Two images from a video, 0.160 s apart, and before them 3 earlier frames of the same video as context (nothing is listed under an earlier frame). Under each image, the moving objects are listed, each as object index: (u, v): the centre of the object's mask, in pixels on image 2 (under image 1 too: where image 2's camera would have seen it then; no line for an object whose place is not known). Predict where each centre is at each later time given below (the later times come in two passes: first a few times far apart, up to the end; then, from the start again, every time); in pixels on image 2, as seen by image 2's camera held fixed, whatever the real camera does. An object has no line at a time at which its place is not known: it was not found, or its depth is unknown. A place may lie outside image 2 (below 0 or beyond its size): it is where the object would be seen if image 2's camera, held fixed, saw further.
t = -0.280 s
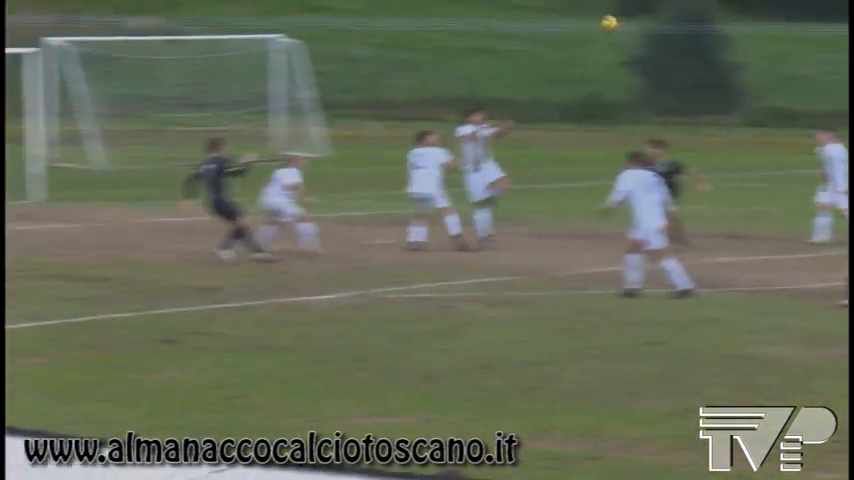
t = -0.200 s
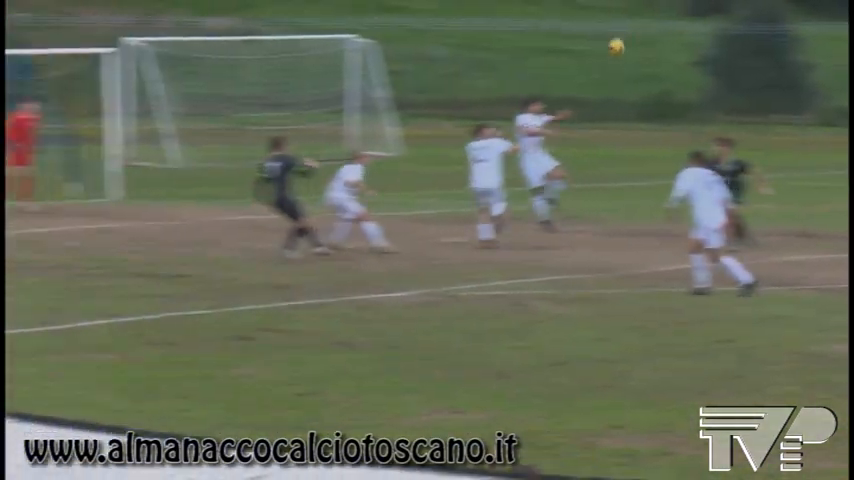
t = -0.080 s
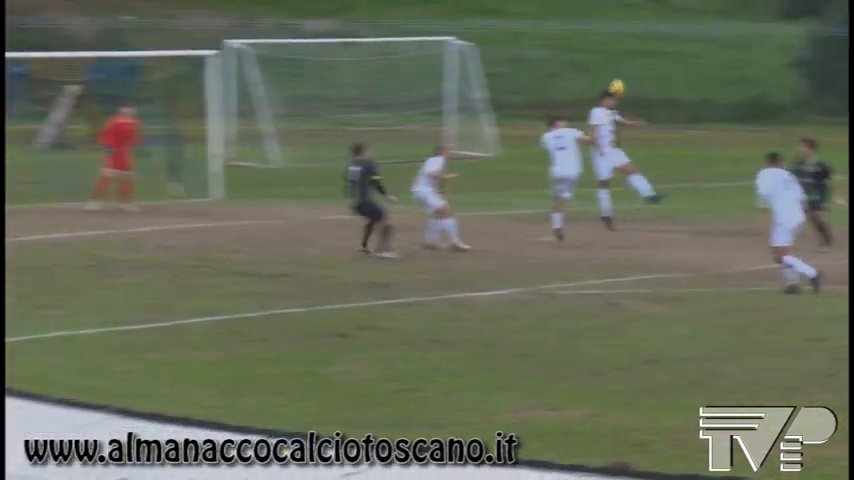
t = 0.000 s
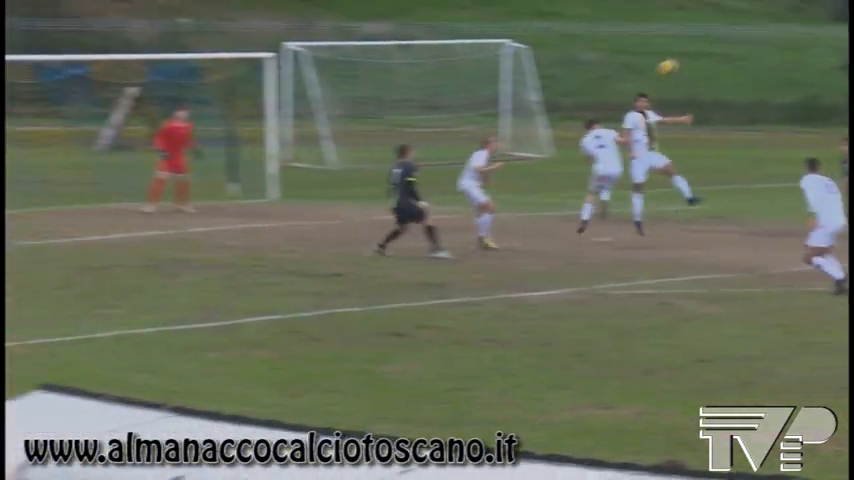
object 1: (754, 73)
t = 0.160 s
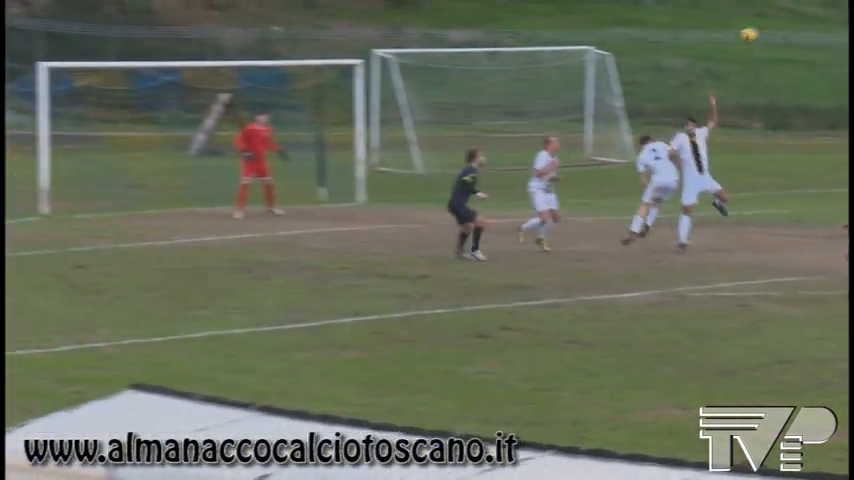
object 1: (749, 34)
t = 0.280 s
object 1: (747, 17)
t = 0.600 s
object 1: (738, 15)
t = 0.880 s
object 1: (724, 83)
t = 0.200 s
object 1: (748, 28)
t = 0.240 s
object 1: (748, 22)
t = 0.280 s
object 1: (747, 17)
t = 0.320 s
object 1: (746, 12)
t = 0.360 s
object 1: (745, 9)
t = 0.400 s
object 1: (744, 7)
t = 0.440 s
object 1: (744, 7)
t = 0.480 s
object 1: (742, 7)
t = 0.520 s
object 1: (741, 8)
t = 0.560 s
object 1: (739, 11)
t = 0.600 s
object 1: (738, 15)
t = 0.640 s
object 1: (735, 21)
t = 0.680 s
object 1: (731, 27)
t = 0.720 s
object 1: (730, 36)
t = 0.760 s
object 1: (727, 45)
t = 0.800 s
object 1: (728, 58)
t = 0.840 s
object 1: (726, 70)
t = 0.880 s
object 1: (724, 83)
